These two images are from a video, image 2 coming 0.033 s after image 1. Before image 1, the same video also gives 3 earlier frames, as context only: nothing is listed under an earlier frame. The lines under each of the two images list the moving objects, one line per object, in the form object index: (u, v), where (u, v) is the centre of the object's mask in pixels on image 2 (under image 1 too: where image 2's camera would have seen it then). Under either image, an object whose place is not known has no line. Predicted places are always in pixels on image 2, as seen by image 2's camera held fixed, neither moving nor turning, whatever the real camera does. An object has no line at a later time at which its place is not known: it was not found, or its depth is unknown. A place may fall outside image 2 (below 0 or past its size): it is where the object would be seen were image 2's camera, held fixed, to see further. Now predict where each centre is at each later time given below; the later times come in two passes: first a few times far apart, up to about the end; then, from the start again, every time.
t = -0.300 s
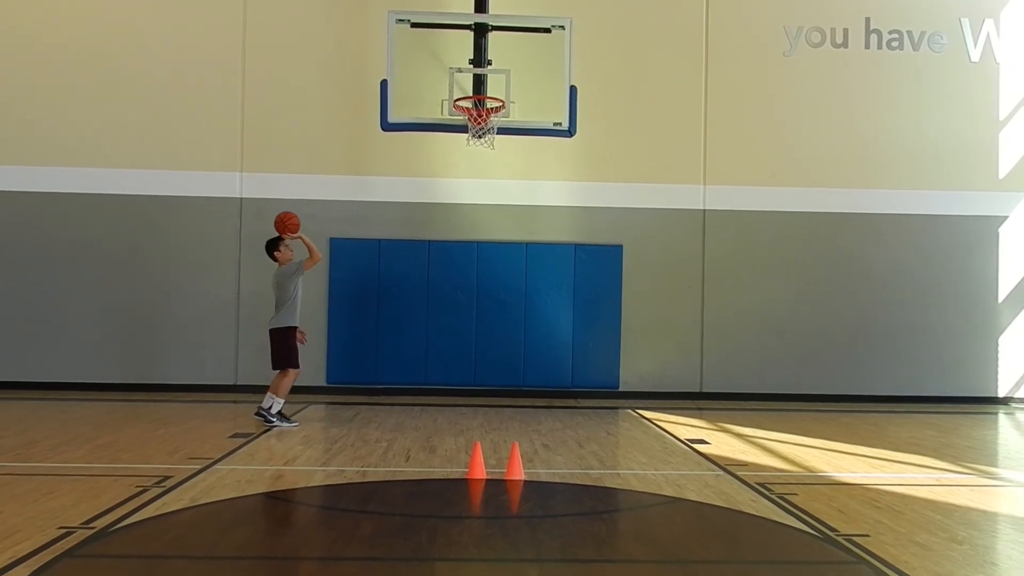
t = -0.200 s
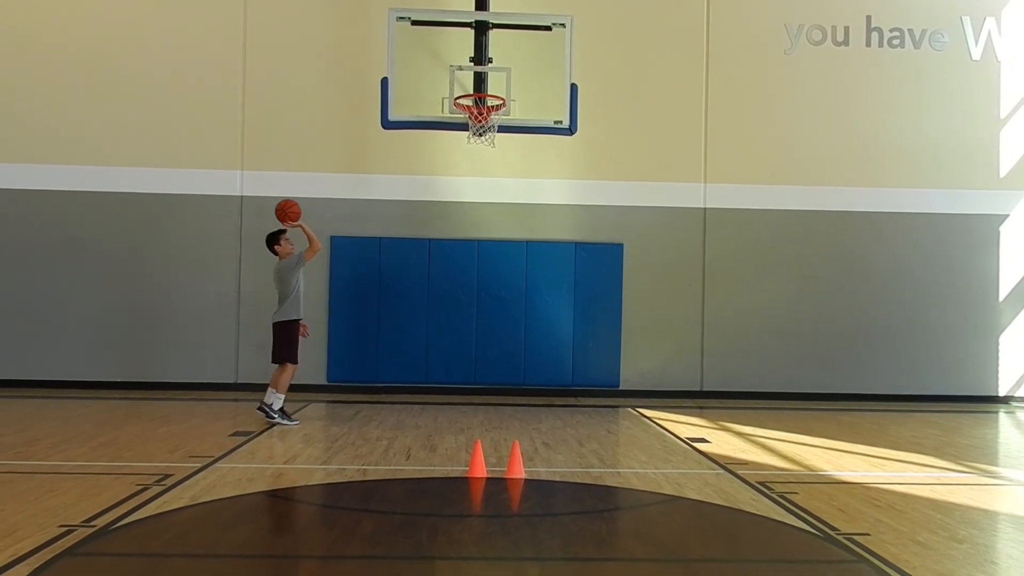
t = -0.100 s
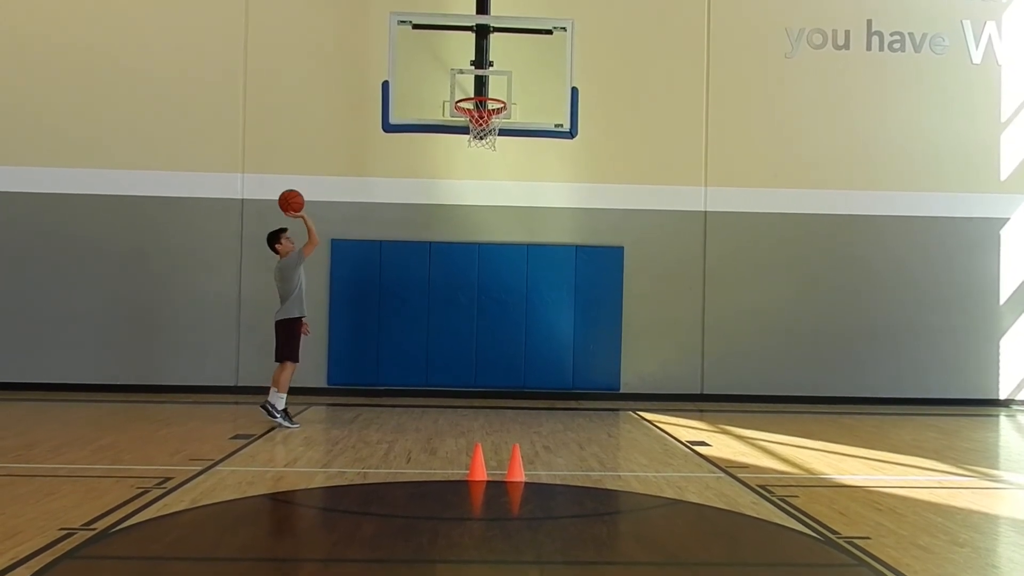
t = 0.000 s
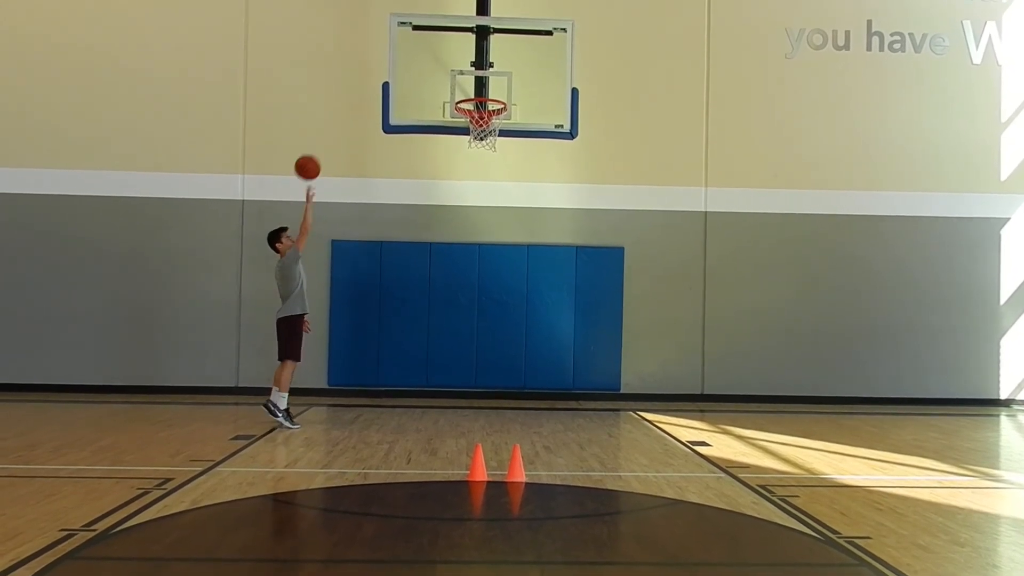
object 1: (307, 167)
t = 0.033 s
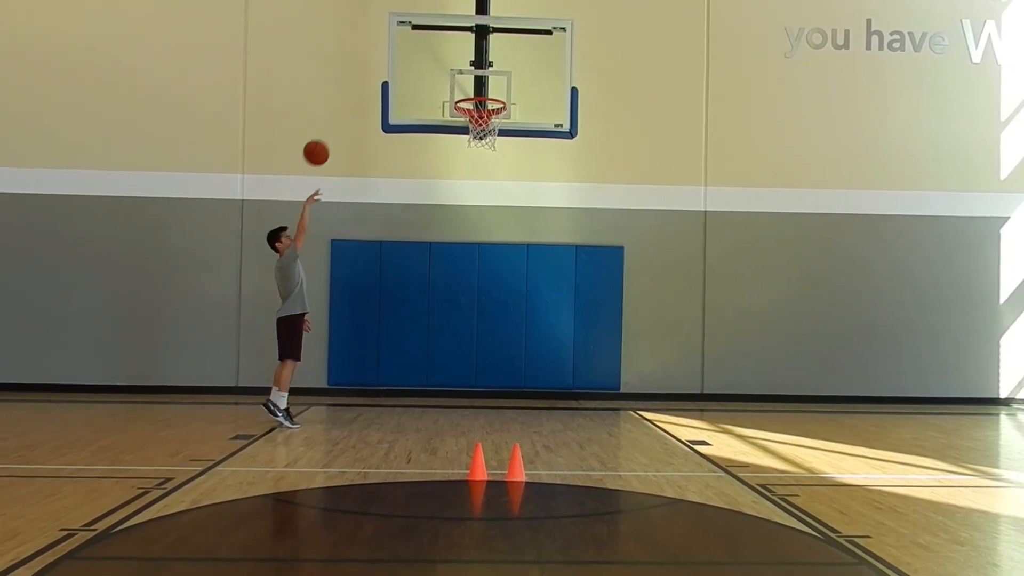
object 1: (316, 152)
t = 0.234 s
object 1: (370, 90)
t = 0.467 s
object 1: (431, 70)
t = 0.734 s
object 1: (496, 113)
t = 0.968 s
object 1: (489, 202)
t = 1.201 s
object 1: (483, 338)
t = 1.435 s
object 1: (466, 354)
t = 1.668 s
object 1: (439, 281)
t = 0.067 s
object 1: (325, 139)
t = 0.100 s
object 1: (334, 127)
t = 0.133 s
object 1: (343, 116)
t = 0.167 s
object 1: (352, 106)
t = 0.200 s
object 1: (361, 97)
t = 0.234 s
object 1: (370, 90)
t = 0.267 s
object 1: (379, 84)
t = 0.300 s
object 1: (388, 78)
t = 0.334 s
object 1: (396, 74)
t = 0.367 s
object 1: (405, 71)
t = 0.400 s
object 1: (414, 69)
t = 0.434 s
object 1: (423, 69)
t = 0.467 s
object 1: (431, 70)
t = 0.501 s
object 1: (440, 71)
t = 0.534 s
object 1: (449, 74)
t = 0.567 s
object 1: (457, 79)
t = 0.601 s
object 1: (466, 84)
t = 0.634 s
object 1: (474, 88)
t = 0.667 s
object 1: (483, 92)
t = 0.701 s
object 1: (494, 106)
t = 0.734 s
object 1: (496, 113)
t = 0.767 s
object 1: (498, 128)
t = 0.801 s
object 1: (494, 136)
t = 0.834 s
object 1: (493, 149)
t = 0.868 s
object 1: (492, 159)
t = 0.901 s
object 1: (491, 172)
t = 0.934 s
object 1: (490, 186)
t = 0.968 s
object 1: (489, 202)
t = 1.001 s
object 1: (488, 218)
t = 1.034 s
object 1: (487, 235)
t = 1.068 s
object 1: (487, 254)
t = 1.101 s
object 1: (486, 273)
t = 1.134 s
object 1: (485, 294)
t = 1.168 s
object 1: (484, 315)
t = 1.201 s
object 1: (483, 338)
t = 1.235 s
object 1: (483, 362)
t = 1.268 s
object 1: (482, 387)
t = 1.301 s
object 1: (481, 414)
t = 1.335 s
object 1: (478, 402)
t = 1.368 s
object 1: (474, 385)
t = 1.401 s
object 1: (470, 369)
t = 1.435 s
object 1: (466, 354)
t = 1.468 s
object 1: (463, 340)
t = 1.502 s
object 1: (459, 328)
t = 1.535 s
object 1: (455, 316)
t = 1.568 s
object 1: (451, 306)
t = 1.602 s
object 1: (447, 296)
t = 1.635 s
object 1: (443, 288)
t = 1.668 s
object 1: (439, 281)
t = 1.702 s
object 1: (435, 275)
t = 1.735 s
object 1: (430, 270)
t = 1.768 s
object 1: (426, 266)
